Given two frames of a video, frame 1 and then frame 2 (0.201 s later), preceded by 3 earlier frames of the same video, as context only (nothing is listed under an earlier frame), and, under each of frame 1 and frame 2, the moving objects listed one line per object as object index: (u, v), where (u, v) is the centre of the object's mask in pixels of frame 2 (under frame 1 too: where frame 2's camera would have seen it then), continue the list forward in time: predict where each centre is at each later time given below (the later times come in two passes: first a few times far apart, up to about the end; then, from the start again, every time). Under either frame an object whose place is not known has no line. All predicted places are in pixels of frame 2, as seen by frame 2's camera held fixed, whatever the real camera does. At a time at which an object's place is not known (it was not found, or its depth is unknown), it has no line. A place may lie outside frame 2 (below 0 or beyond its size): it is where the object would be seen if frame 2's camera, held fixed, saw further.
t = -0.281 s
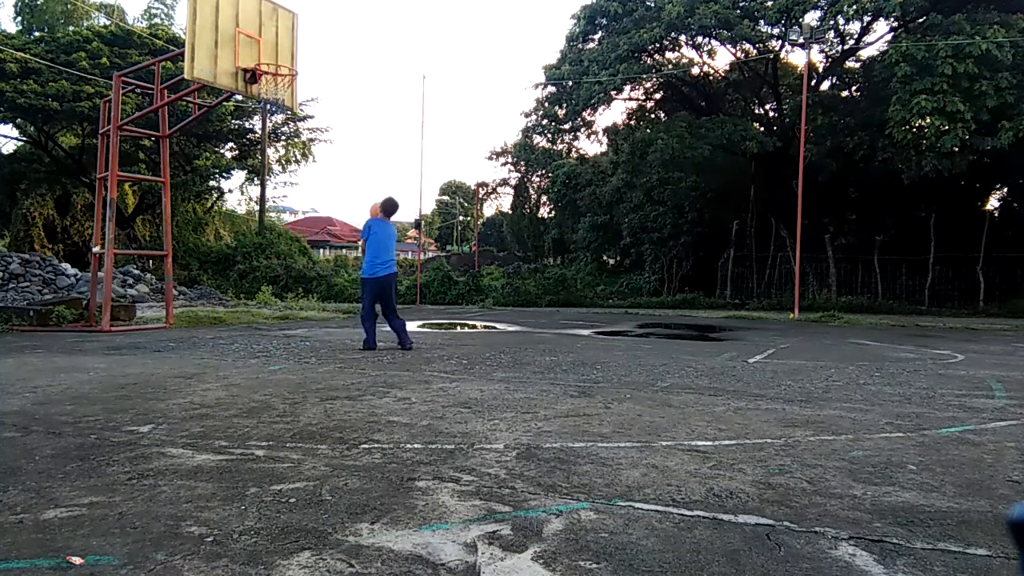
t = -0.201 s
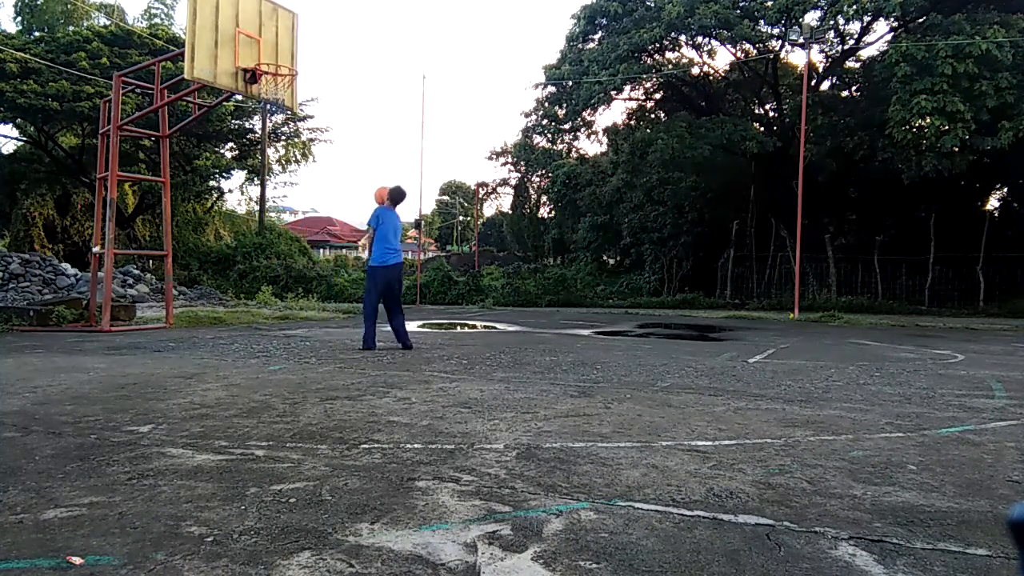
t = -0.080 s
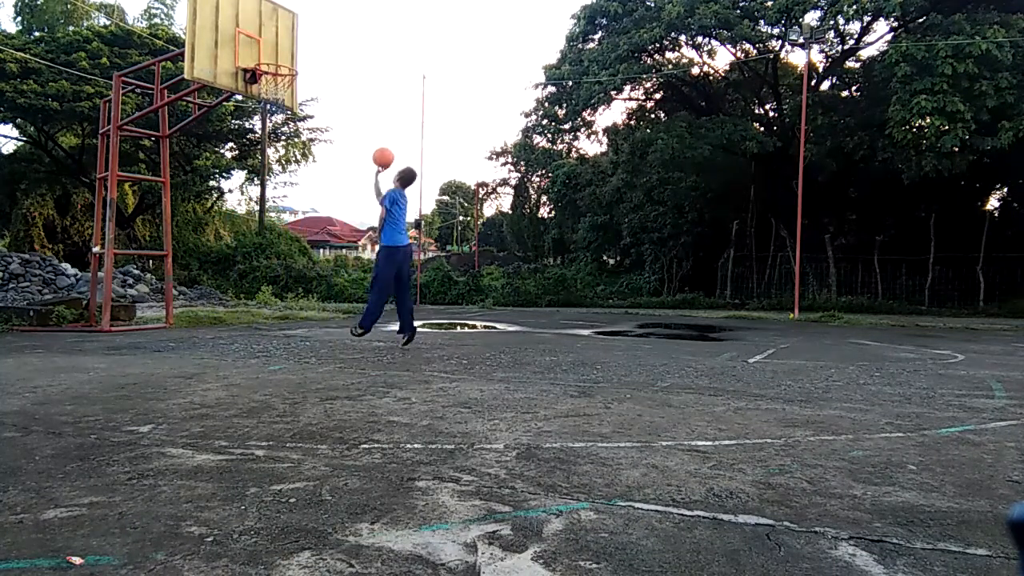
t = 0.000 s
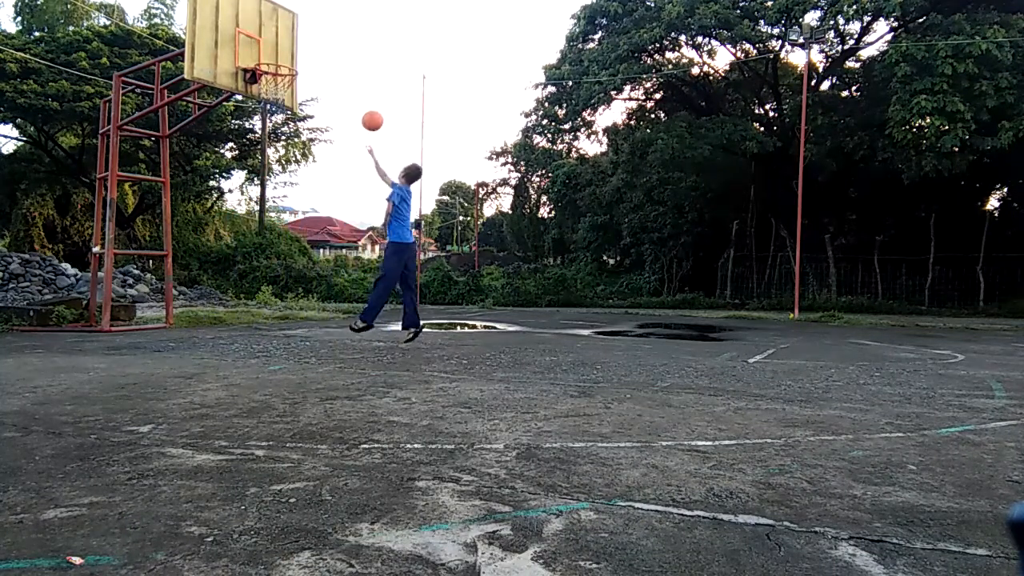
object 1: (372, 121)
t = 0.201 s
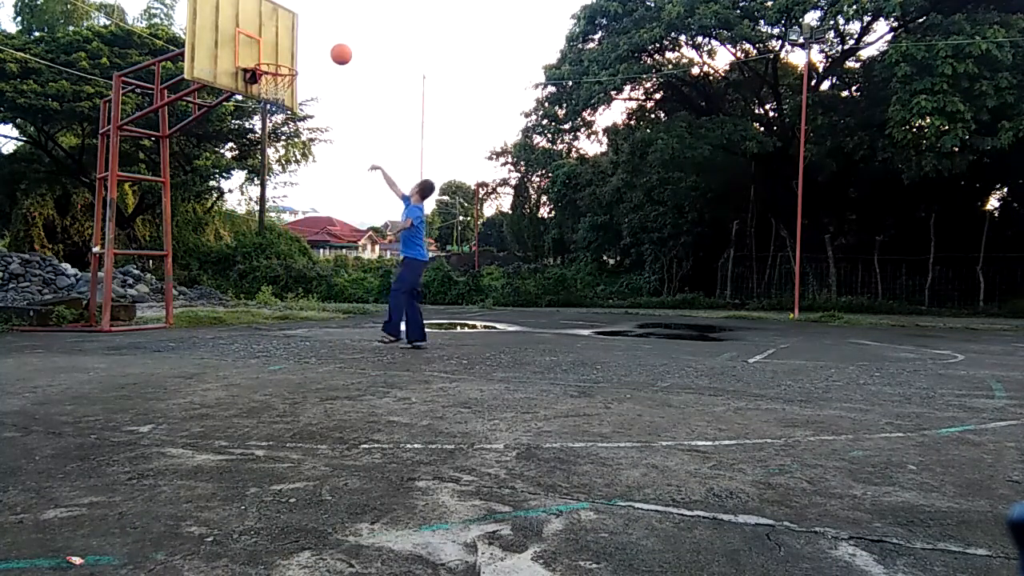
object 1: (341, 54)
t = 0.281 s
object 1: (329, 39)
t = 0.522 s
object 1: (293, 29)
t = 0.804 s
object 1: (269, 62)
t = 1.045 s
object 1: (287, 86)
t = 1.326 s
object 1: (278, 99)
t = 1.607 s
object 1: (261, 162)
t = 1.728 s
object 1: (255, 212)
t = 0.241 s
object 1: (335, 45)
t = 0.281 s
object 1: (329, 39)
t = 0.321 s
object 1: (323, 33)
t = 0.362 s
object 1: (317, 29)
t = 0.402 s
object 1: (311, 27)
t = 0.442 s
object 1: (305, 26)
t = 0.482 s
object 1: (298, 26)
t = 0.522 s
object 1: (293, 29)
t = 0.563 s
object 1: (287, 32)
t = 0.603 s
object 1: (282, 37)
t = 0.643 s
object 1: (275, 43)
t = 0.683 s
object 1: (270, 51)
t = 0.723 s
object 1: (267, 56)
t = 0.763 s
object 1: (268, 58)
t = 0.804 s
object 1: (269, 62)
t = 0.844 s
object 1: (270, 67)
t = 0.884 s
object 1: (271, 71)
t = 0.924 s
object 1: (277, 75)
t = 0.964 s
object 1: (281, 81)
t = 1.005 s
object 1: (285, 83)
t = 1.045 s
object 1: (287, 86)
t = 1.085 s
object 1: (288, 87)
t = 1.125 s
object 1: (288, 88)
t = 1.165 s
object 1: (286, 88)
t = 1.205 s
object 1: (285, 89)
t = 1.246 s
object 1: (283, 92)
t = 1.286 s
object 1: (280, 94)
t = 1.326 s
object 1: (278, 99)
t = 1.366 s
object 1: (276, 104)
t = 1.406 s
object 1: (273, 110)
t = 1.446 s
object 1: (271, 118)
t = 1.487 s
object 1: (269, 126)
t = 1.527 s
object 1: (266, 137)
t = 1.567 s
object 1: (264, 149)
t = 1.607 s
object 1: (261, 162)
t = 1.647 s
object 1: (259, 177)
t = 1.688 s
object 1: (257, 194)
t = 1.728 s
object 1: (255, 212)
